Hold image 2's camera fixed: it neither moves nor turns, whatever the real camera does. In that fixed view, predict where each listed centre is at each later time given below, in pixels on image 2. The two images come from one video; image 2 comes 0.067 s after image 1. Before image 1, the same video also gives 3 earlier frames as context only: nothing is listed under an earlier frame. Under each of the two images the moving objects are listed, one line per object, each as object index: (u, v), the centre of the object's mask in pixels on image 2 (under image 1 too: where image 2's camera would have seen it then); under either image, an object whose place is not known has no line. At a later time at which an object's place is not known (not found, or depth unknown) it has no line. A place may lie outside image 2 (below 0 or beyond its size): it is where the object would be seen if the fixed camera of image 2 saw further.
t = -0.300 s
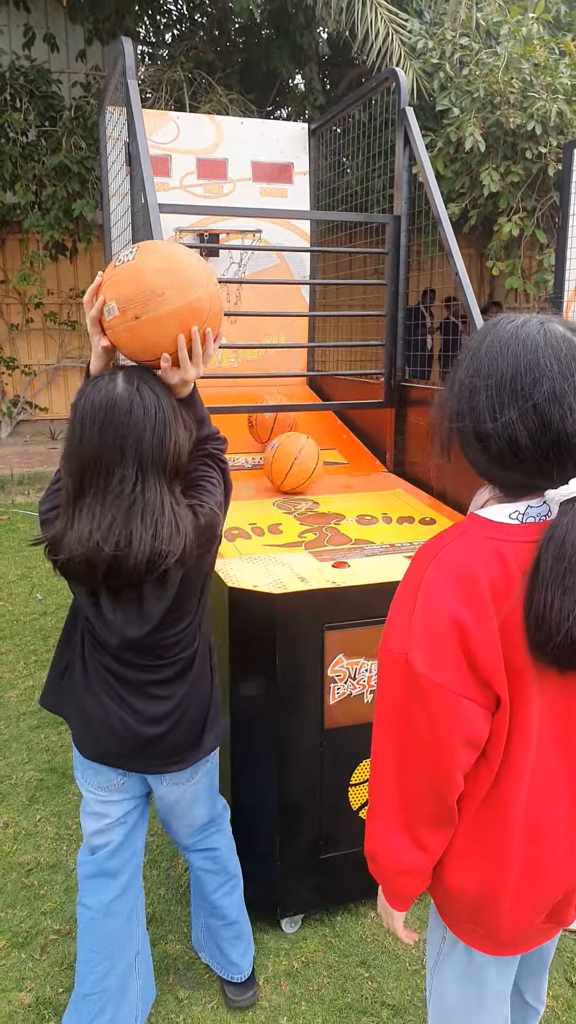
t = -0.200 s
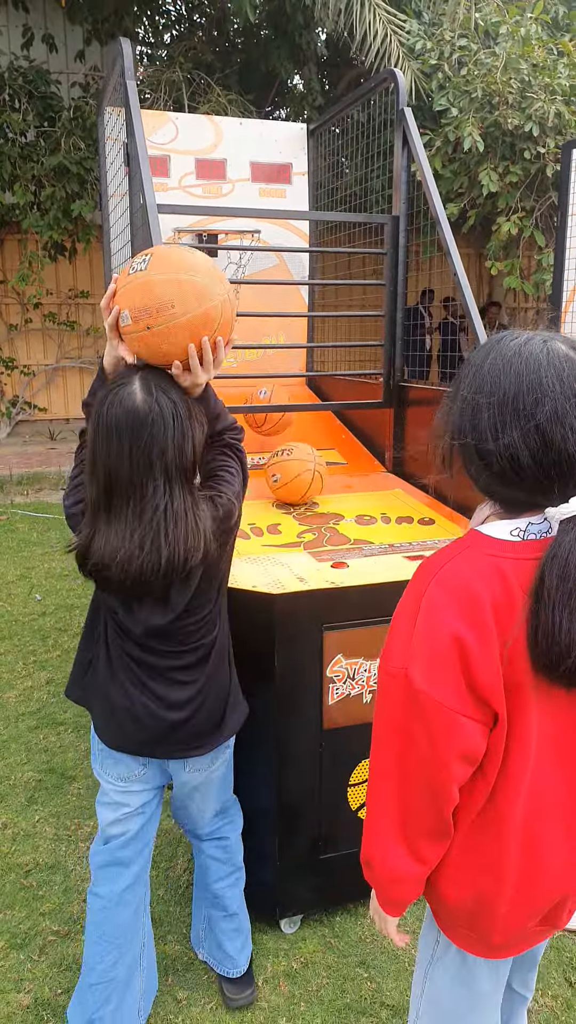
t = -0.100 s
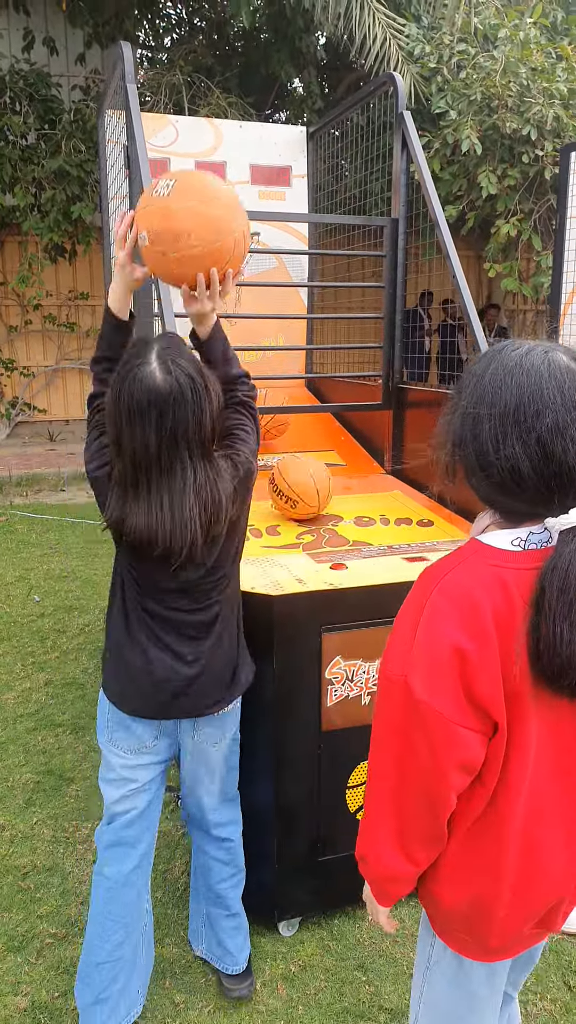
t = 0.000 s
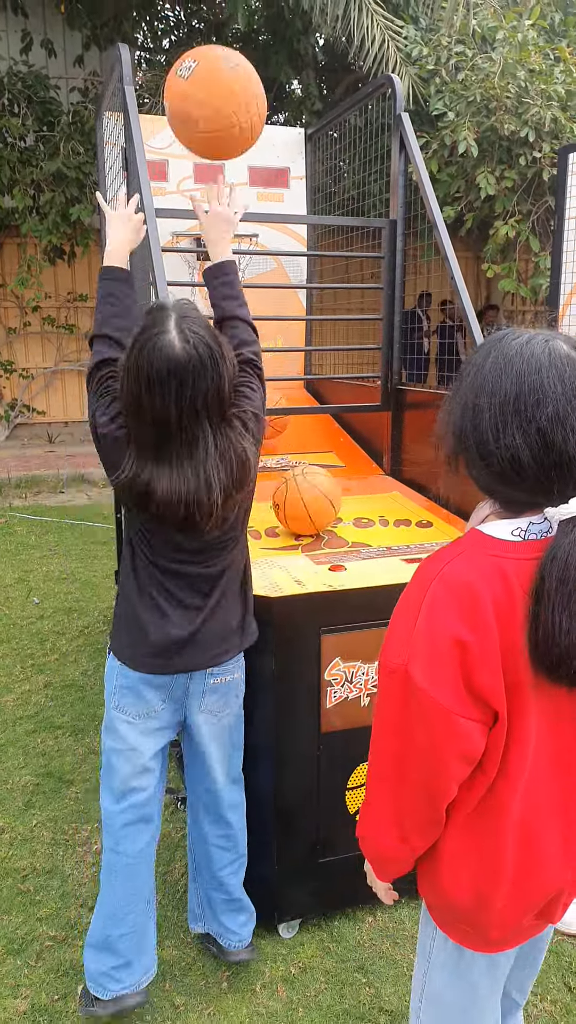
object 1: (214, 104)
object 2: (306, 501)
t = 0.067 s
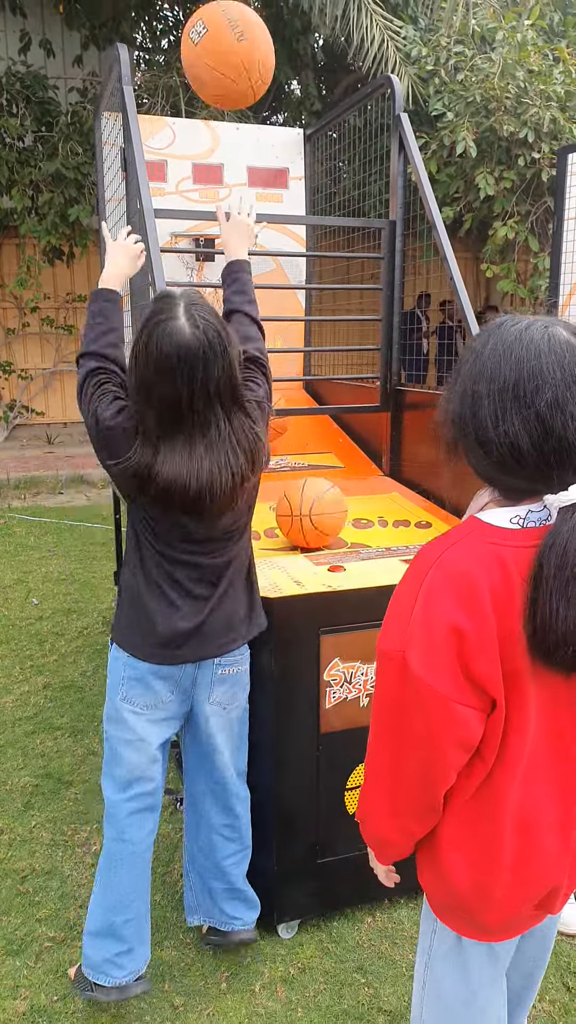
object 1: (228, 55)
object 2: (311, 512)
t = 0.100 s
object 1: (234, 44)
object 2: (314, 517)
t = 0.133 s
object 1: (240, 39)
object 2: (318, 521)
